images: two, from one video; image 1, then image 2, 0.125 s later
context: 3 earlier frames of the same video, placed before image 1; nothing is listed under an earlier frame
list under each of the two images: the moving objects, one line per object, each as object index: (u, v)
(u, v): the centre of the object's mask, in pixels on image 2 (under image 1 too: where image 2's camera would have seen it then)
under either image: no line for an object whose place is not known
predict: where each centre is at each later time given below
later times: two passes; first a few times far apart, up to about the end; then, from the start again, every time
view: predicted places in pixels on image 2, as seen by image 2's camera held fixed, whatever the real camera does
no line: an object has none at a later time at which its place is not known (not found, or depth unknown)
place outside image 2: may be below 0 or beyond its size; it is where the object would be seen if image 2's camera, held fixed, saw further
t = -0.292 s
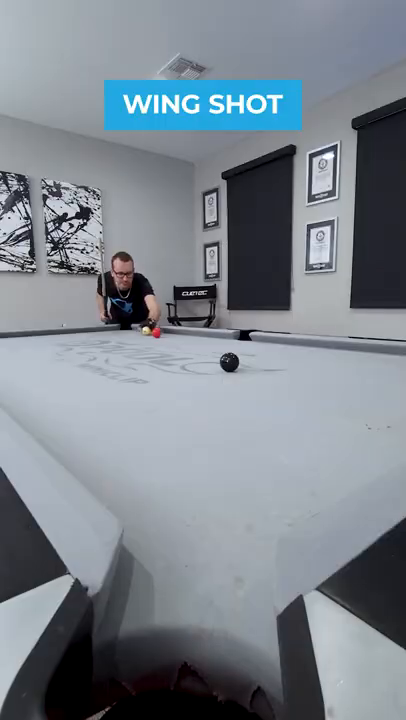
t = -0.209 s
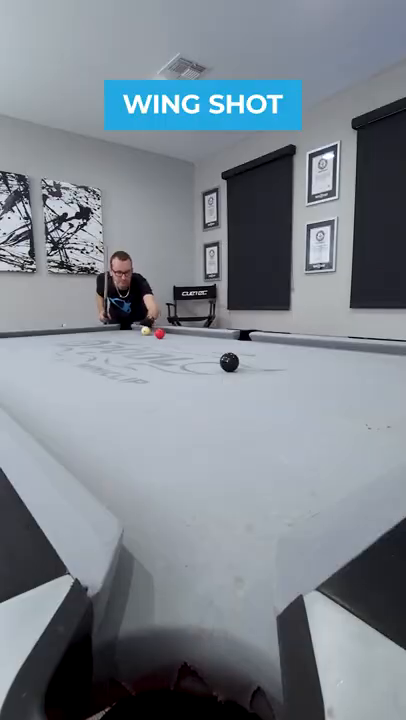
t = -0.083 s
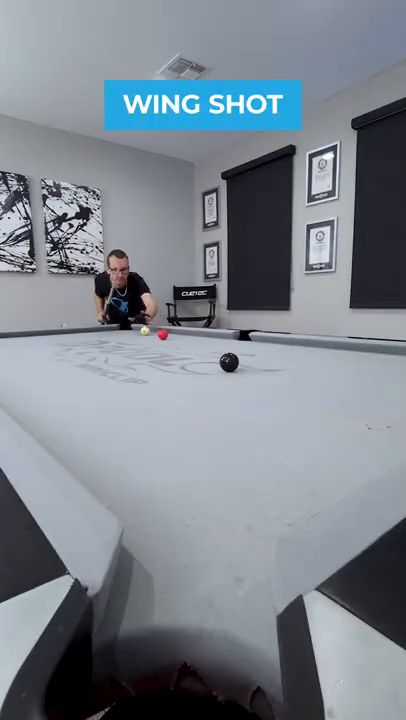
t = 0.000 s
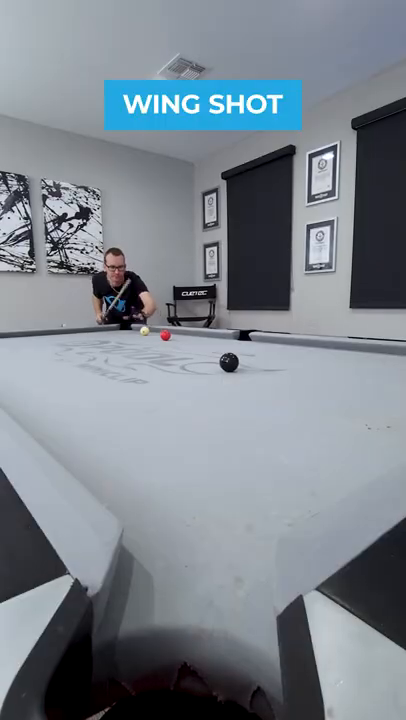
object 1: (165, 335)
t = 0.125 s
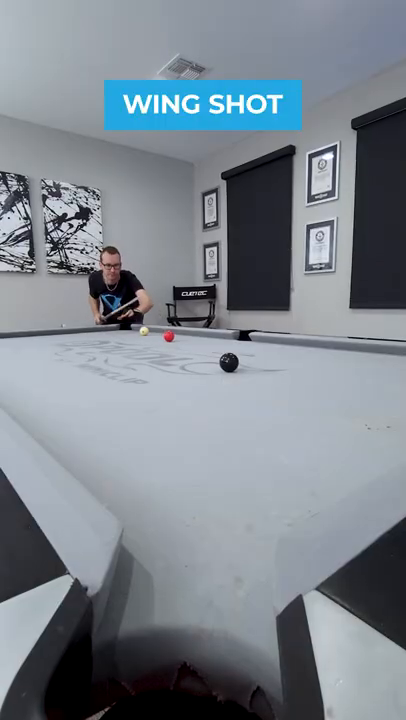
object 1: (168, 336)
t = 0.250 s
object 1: (172, 337)
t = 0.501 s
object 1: (180, 339)
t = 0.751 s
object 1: (190, 342)
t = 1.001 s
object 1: (200, 344)
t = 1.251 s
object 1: (210, 347)
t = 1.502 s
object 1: (222, 349)
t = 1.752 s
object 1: (236, 352)
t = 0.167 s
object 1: (170, 336)
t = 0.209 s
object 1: (171, 337)
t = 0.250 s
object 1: (172, 337)
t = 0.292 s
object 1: (173, 337)
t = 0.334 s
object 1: (175, 337)
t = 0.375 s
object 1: (176, 338)
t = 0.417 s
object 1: (178, 338)
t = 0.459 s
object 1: (179, 339)
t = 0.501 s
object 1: (180, 339)
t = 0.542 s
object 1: (183, 340)
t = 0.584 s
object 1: (184, 340)
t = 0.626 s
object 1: (186, 341)
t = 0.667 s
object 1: (187, 341)
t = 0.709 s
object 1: (188, 341)
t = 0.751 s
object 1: (190, 342)
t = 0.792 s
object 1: (191, 342)
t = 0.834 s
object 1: (193, 342)
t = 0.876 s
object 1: (195, 343)
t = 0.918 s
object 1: (196, 343)
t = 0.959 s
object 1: (198, 344)
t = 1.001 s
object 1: (200, 344)
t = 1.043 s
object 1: (201, 345)
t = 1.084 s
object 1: (203, 345)
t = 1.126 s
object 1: (204, 346)
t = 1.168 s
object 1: (207, 346)
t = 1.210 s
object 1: (208, 346)
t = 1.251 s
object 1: (210, 347)
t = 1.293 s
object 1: (213, 348)
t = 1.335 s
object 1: (214, 348)
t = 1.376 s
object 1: (217, 349)
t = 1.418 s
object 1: (218, 349)
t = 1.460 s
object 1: (220, 350)
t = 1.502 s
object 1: (222, 349)
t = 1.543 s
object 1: (224, 349)
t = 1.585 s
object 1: (225, 349)
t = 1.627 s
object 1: (229, 350)
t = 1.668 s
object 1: (231, 350)
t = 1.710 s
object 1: (234, 351)
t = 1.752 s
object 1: (236, 352)
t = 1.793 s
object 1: (239, 353)
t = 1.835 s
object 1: (241, 355)
